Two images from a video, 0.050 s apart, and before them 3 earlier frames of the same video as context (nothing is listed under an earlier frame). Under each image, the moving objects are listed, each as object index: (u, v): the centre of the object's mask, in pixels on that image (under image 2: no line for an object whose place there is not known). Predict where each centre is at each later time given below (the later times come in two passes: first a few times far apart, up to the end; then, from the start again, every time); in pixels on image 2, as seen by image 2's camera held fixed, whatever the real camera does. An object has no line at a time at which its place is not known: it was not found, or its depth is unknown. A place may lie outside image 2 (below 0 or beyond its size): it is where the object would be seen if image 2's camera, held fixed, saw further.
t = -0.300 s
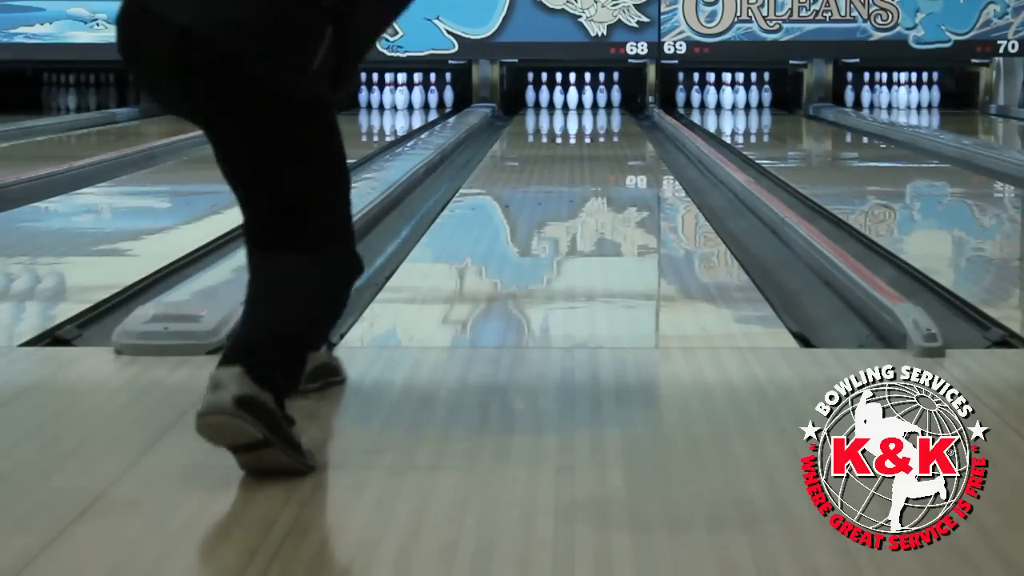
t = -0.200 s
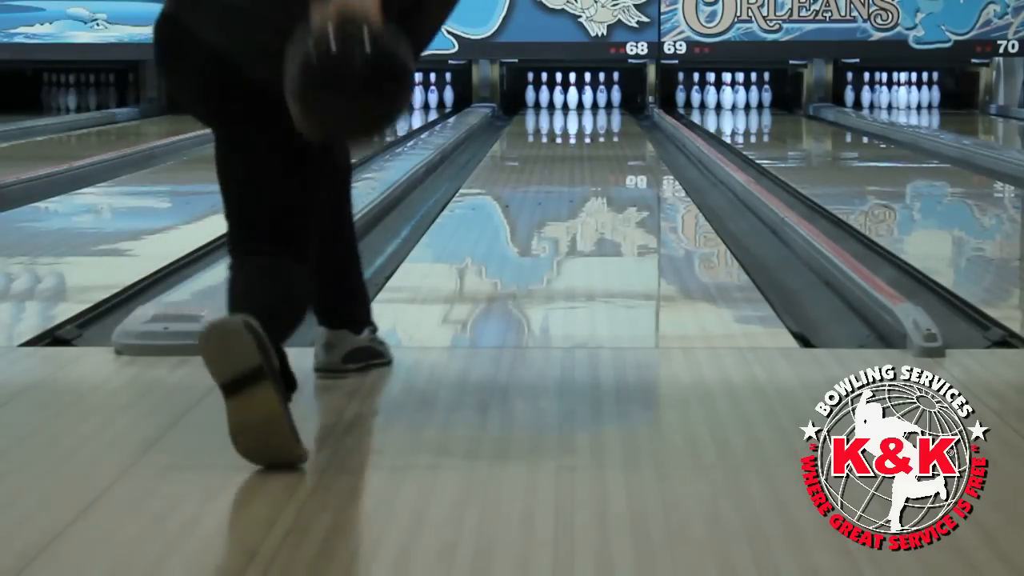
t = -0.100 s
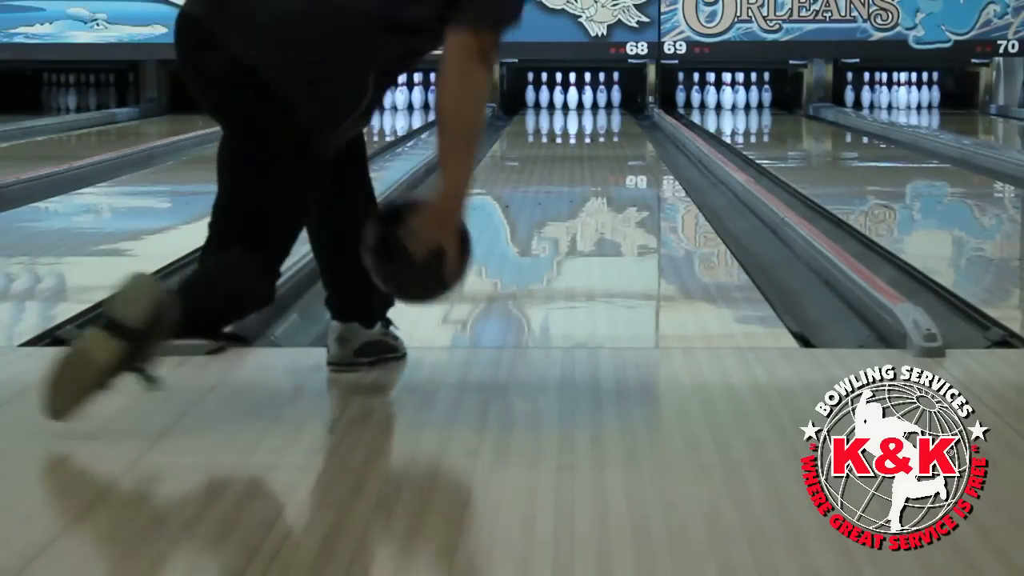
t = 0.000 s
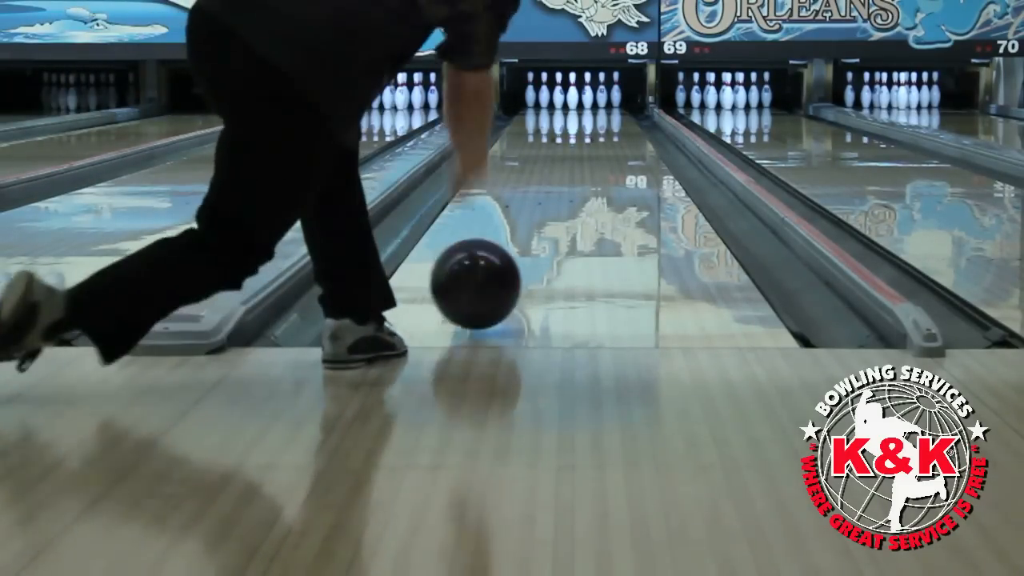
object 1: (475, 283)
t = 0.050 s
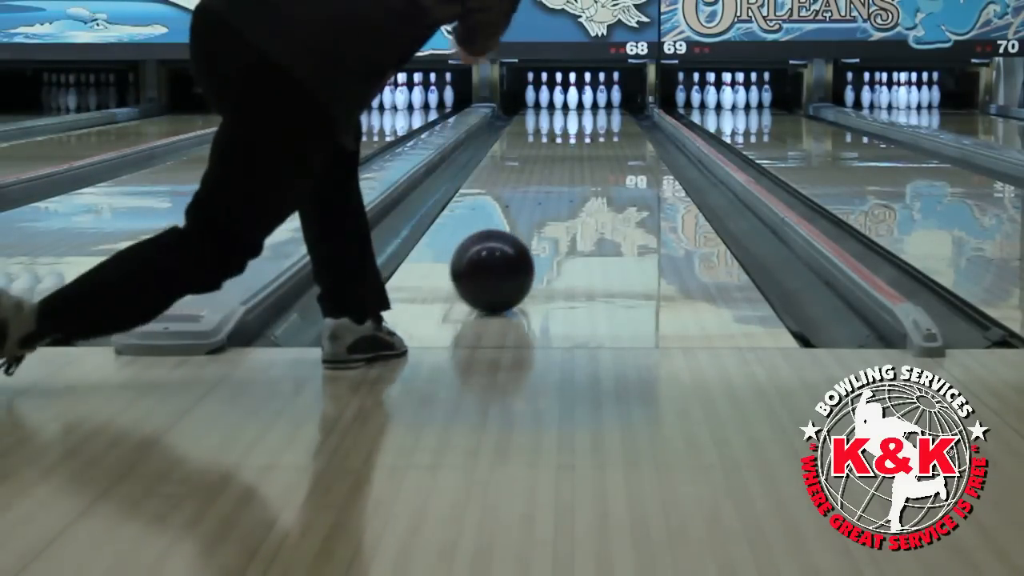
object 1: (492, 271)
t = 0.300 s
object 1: (547, 210)
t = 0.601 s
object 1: (582, 170)
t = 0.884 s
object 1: (600, 146)
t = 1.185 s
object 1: (610, 128)
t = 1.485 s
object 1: (615, 117)
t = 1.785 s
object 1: (610, 109)
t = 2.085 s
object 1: (591, 102)
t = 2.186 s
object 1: (583, 100)
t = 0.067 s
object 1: (497, 265)
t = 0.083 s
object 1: (502, 260)
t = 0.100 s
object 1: (507, 255)
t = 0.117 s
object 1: (511, 251)
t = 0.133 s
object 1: (515, 246)
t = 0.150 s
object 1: (519, 242)
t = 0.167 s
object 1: (522, 238)
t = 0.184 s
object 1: (526, 234)
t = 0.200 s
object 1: (530, 230)
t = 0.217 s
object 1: (533, 226)
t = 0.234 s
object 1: (536, 223)
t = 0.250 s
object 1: (539, 219)
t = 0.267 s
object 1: (542, 216)
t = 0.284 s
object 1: (545, 213)
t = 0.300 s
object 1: (547, 210)
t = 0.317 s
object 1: (550, 207)
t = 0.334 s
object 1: (553, 204)
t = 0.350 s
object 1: (555, 201)
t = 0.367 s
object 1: (557, 199)
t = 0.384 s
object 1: (559, 196)
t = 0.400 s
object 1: (561, 194)
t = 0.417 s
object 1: (564, 192)
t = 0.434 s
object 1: (566, 189)
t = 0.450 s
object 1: (567, 187)
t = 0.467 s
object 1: (569, 185)
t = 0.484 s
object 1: (571, 183)
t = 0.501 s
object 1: (573, 181)
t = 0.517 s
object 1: (574, 179)
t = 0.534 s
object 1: (576, 177)
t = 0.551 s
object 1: (578, 175)
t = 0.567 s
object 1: (579, 173)
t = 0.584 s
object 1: (580, 171)
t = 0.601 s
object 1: (582, 170)
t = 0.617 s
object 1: (583, 168)
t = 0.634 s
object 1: (584, 166)
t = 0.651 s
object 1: (586, 165)
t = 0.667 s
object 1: (587, 163)
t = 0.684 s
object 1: (588, 162)
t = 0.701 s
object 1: (589, 160)
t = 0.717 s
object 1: (590, 159)
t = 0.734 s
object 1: (591, 157)
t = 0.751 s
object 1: (592, 156)
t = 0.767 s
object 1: (594, 155)
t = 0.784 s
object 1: (594, 153)
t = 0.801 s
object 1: (595, 152)
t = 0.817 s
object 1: (596, 151)
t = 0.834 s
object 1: (597, 149)
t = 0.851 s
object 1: (598, 148)
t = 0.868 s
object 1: (599, 147)
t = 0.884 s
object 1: (600, 146)
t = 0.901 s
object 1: (600, 144)
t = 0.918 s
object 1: (601, 143)
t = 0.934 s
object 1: (602, 142)
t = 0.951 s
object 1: (603, 141)
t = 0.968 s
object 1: (603, 140)
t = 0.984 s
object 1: (604, 139)
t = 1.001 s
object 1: (605, 138)
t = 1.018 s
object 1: (605, 137)
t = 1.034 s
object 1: (606, 136)
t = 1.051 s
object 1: (606, 135)
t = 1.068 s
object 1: (607, 134)
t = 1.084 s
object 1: (608, 133)
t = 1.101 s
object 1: (608, 132)
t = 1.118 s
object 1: (609, 132)
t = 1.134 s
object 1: (609, 131)
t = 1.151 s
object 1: (610, 130)
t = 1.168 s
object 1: (610, 129)
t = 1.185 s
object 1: (610, 128)
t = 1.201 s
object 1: (611, 128)
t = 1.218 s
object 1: (611, 127)
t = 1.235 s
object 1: (612, 126)
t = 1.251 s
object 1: (612, 125)
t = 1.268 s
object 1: (612, 125)
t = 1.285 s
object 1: (613, 124)
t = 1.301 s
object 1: (613, 123)
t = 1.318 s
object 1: (613, 123)
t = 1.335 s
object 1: (614, 122)
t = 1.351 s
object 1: (614, 121)
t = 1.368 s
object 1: (614, 121)
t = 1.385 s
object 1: (614, 120)
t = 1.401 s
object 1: (615, 120)
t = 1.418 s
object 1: (615, 119)
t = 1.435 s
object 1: (615, 118)
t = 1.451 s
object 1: (615, 118)
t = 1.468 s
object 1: (615, 117)
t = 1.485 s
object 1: (615, 117)
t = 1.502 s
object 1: (615, 116)
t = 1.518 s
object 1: (615, 116)
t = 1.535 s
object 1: (615, 116)
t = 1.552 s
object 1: (615, 115)
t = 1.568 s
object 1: (615, 114)
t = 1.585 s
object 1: (615, 113)
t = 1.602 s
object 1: (615, 113)
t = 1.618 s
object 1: (615, 113)
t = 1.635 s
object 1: (614, 112)
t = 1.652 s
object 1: (614, 112)
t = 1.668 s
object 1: (614, 111)
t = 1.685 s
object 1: (613, 111)
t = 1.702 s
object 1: (612, 110)
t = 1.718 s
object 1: (612, 110)
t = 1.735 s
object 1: (612, 110)
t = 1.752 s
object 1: (611, 109)
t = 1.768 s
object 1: (610, 109)
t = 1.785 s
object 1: (610, 109)
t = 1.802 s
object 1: (609, 108)
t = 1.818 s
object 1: (608, 108)
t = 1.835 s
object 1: (607, 107)
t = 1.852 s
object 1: (607, 107)
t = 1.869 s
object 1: (606, 106)
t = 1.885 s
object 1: (605, 106)
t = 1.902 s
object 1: (604, 106)
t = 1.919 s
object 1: (603, 106)
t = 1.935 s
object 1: (602, 106)
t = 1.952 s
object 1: (601, 105)
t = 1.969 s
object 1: (600, 104)
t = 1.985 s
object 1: (599, 104)
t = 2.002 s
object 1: (598, 104)
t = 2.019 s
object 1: (596, 103)
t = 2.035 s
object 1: (595, 103)
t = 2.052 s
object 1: (593, 102)
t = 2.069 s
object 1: (592, 102)
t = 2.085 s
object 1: (591, 102)
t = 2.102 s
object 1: (589, 101)
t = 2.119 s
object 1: (588, 101)
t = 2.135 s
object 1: (587, 102)
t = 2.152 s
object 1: (585, 101)
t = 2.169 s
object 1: (585, 101)
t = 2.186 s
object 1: (583, 100)
